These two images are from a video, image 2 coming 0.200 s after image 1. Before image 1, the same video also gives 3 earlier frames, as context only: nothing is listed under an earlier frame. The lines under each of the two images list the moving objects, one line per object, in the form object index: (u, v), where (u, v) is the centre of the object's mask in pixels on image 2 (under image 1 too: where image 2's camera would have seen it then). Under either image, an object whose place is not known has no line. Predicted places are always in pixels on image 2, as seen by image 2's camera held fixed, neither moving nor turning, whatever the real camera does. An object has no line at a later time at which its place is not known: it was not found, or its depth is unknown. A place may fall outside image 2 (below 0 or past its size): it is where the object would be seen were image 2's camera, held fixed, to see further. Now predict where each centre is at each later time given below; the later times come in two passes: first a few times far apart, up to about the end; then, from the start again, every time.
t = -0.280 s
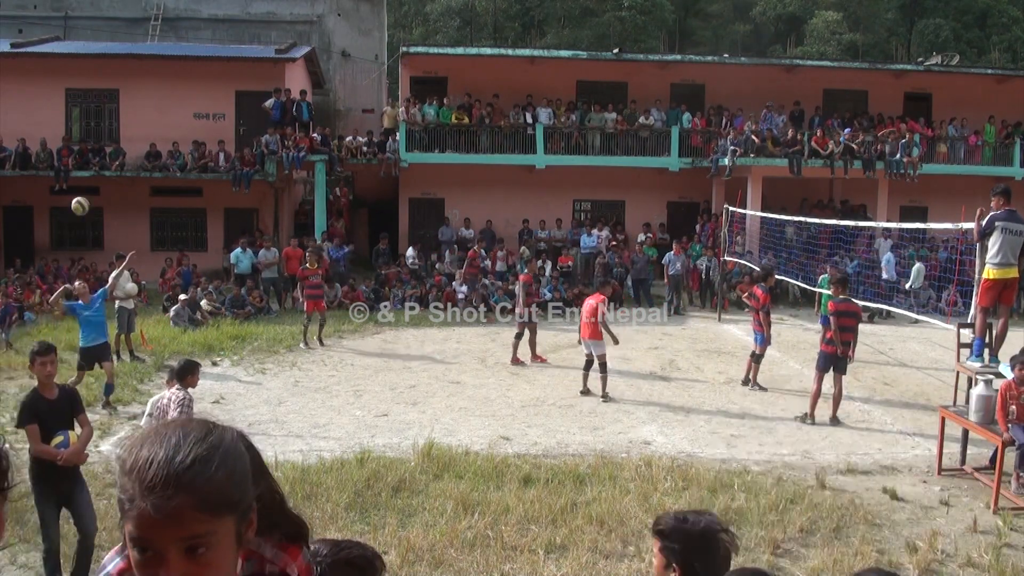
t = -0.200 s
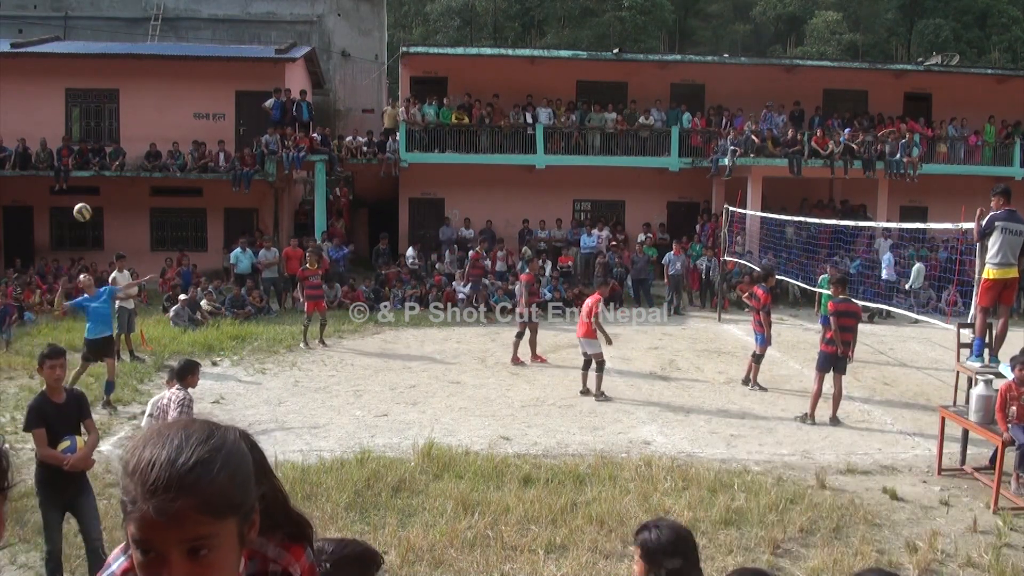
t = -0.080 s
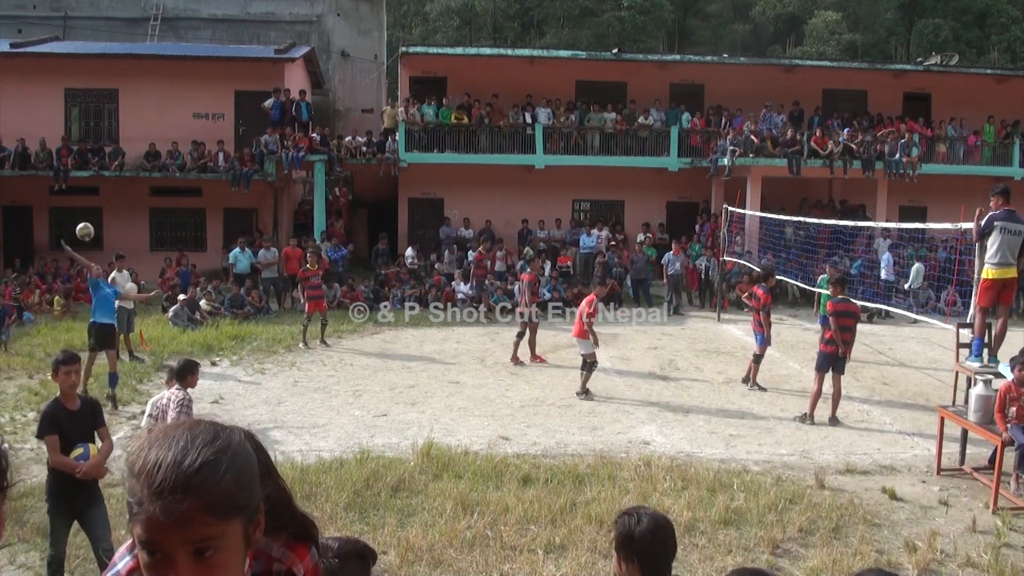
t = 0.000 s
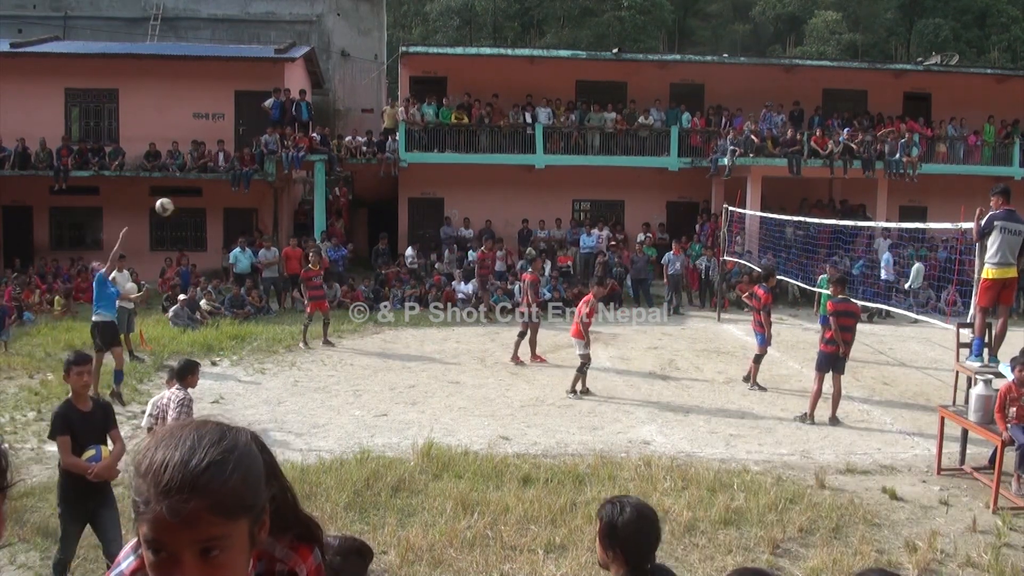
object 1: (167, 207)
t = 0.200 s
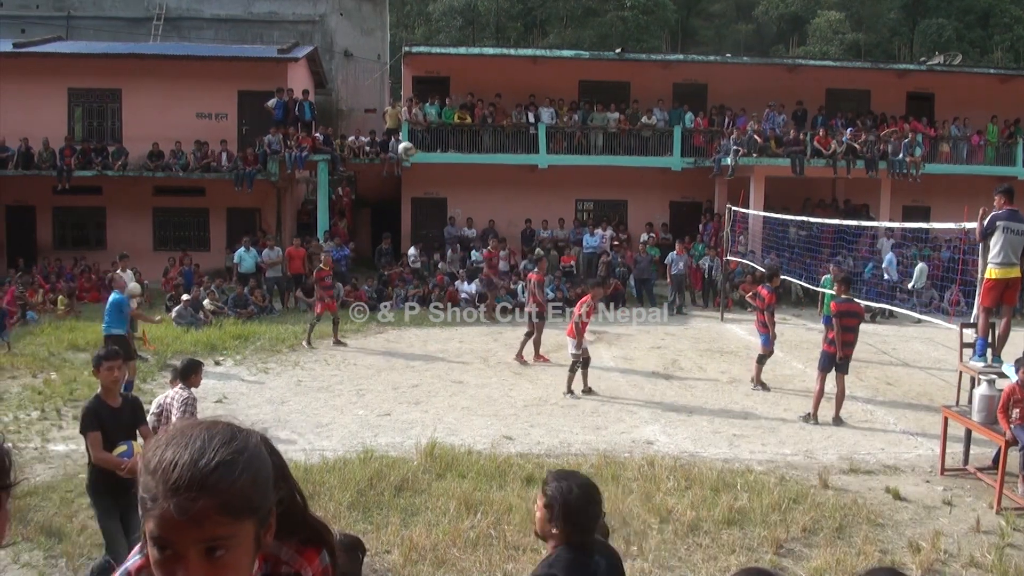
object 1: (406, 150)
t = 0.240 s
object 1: (450, 145)
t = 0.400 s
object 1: (614, 139)
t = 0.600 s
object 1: (783, 163)
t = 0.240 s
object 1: (450, 145)
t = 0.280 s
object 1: (493, 141)
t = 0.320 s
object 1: (533, 138)
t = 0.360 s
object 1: (575, 139)
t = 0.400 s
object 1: (614, 139)
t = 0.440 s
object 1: (651, 142)
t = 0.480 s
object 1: (687, 145)
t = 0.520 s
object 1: (718, 149)
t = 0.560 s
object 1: (751, 155)
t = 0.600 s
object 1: (783, 163)
